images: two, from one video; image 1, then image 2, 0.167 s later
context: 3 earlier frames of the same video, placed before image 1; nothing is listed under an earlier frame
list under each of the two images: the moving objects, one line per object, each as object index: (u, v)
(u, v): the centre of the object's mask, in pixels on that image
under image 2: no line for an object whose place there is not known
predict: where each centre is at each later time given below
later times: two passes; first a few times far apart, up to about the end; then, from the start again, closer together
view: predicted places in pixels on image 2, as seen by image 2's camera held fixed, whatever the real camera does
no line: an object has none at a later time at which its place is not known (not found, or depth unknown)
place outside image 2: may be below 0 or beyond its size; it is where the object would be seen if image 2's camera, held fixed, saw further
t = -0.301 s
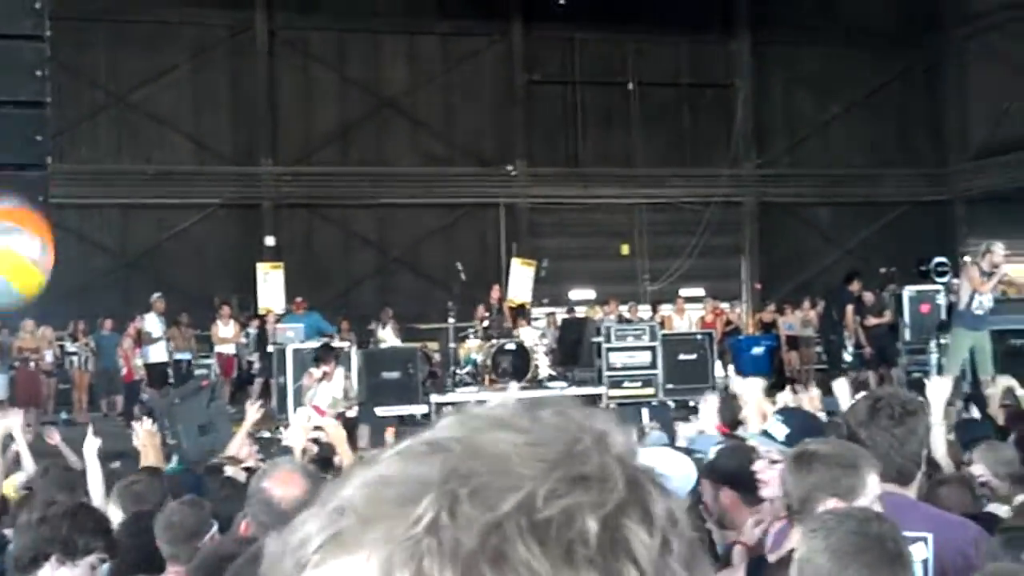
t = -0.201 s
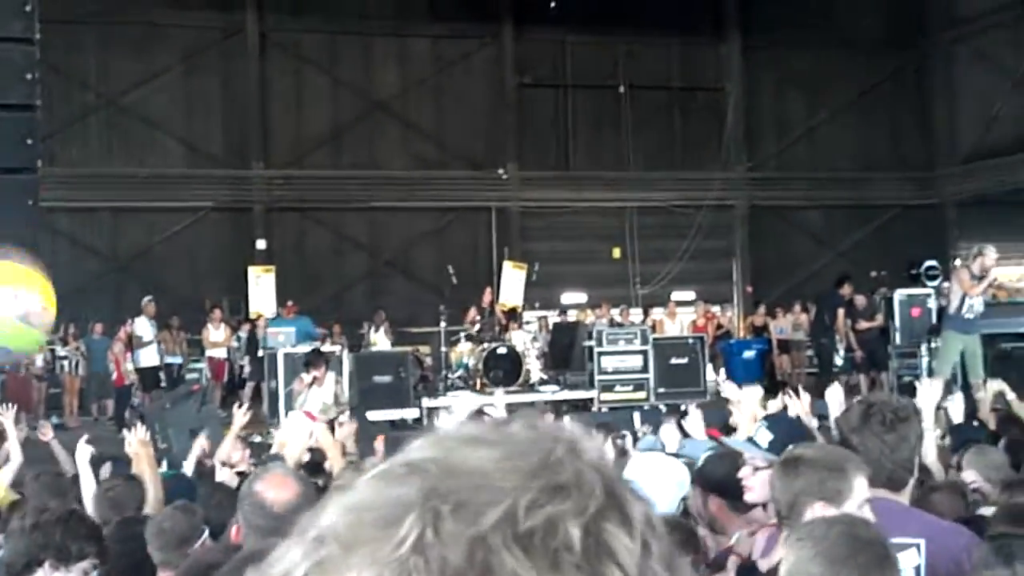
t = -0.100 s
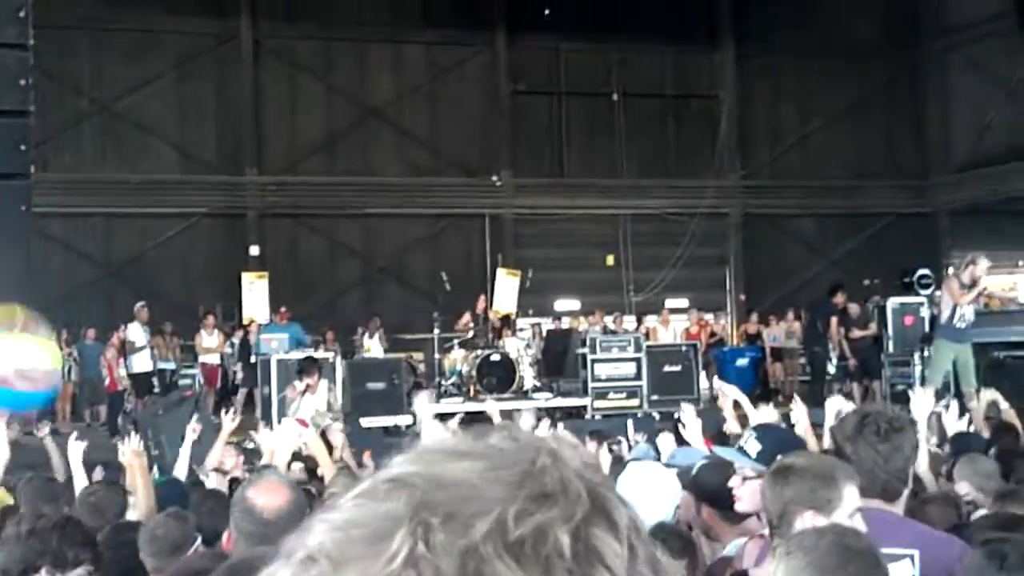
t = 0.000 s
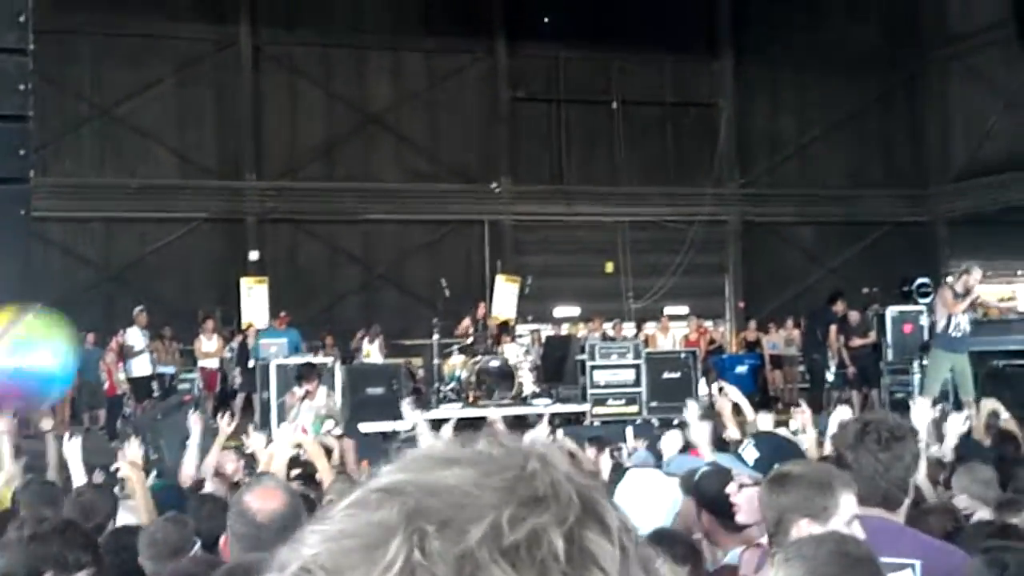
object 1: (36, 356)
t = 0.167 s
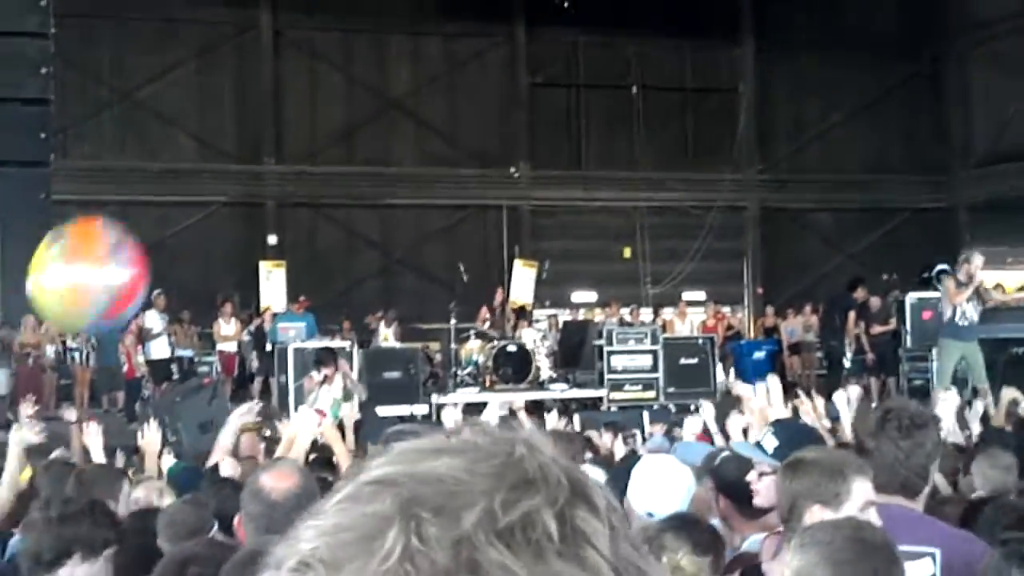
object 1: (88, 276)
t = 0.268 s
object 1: (119, 241)
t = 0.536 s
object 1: (187, 176)
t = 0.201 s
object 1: (99, 264)
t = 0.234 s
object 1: (109, 254)
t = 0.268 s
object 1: (119, 241)
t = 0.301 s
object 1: (128, 231)
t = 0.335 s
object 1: (137, 221)
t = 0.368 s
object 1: (146, 209)
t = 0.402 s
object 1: (155, 200)
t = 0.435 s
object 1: (165, 195)
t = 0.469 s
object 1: (173, 190)
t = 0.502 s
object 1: (182, 179)
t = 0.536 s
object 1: (187, 176)
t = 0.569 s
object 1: (193, 173)
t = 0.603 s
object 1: (201, 169)
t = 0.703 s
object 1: (217, 166)
